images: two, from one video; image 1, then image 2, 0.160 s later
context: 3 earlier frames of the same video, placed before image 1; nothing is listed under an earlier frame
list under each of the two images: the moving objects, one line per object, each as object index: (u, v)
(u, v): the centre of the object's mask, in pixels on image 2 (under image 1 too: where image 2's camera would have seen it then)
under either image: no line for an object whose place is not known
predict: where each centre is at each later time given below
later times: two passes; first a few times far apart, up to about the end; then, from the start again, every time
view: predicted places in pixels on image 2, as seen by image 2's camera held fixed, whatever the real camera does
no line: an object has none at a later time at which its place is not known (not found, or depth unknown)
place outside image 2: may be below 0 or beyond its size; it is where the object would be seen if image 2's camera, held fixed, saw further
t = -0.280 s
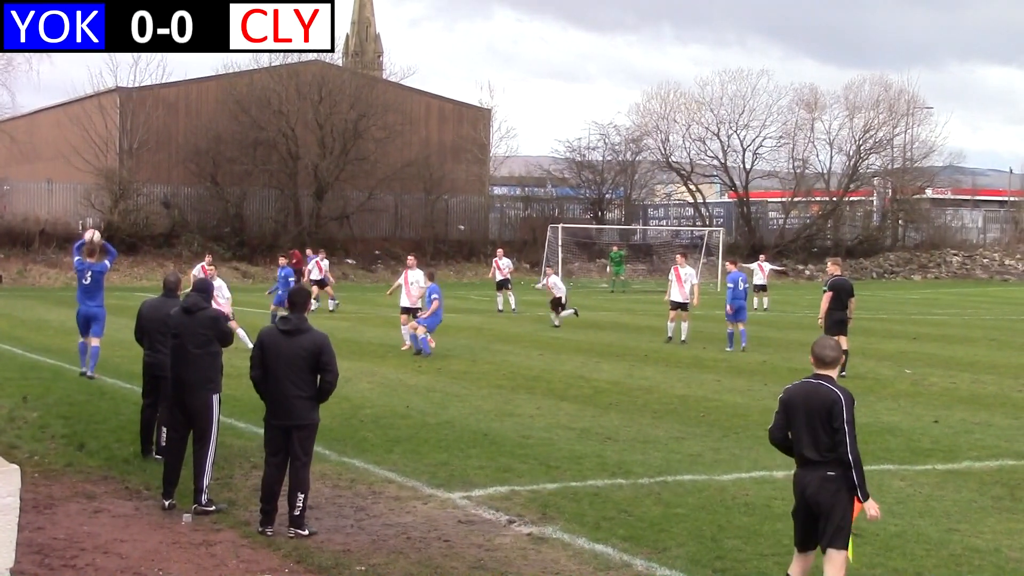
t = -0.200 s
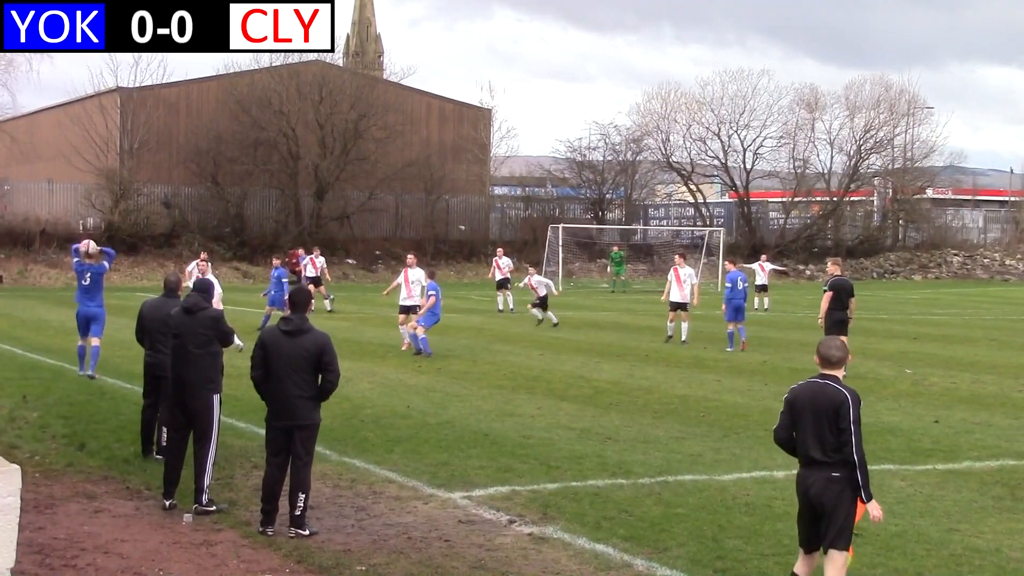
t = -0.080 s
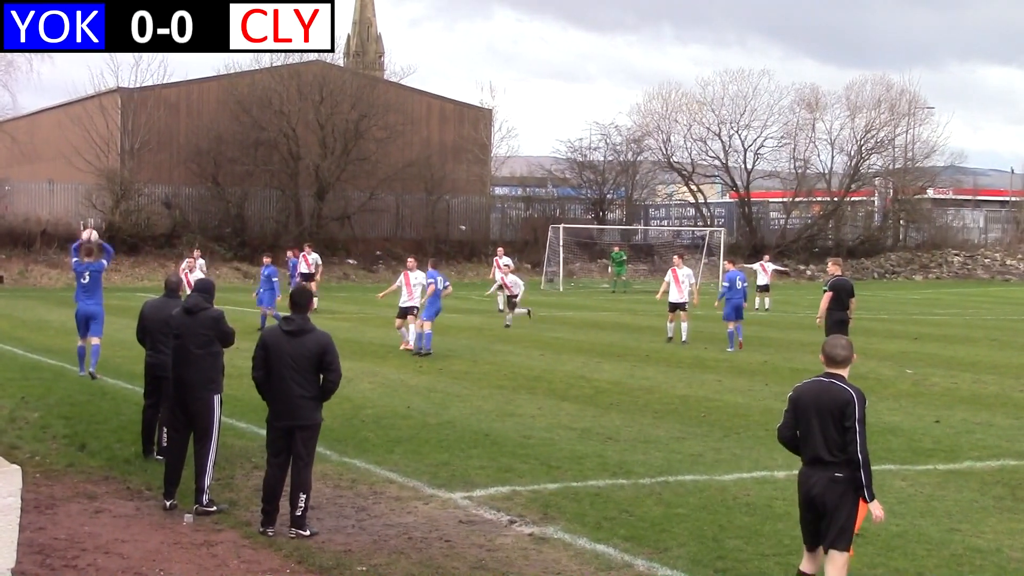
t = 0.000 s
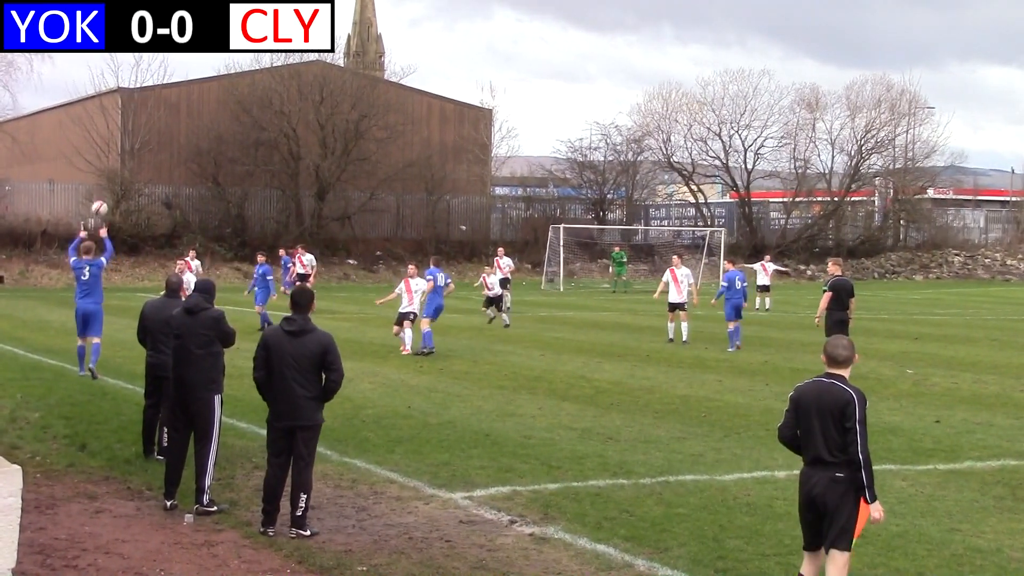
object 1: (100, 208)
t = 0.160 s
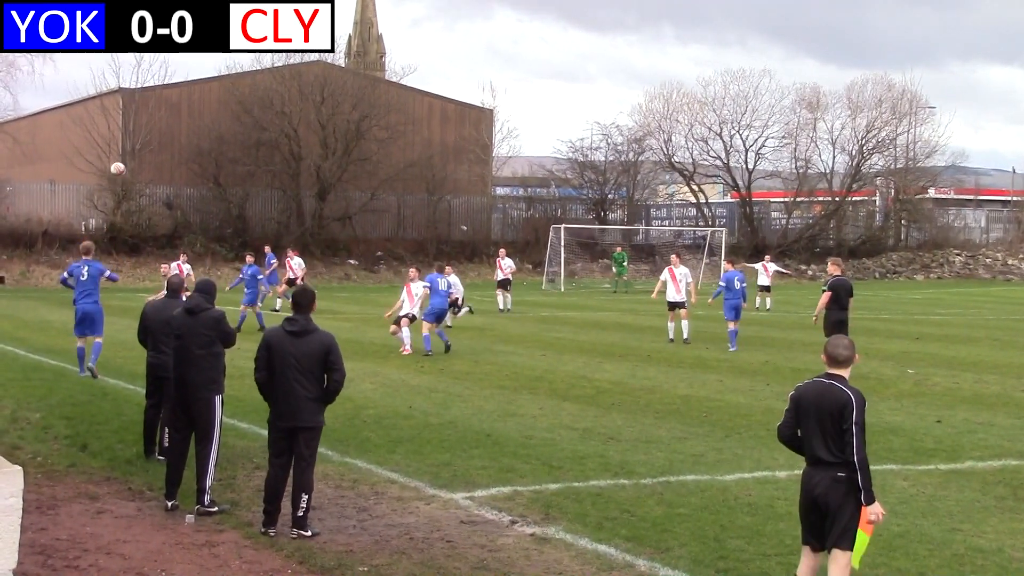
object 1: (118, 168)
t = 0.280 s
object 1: (128, 150)
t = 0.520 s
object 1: (139, 140)
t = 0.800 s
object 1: (144, 159)
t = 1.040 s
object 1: (143, 200)
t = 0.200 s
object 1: (121, 161)
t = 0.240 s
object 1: (125, 155)
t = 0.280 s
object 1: (128, 150)
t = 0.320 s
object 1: (130, 147)
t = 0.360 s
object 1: (132, 144)
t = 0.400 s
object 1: (135, 142)
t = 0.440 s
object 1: (137, 140)
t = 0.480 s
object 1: (138, 140)
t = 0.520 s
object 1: (139, 140)
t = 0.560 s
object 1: (141, 140)
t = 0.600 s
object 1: (142, 142)
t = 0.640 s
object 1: (143, 144)
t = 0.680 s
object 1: (143, 146)
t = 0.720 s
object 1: (144, 150)
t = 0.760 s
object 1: (144, 154)
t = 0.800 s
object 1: (144, 159)
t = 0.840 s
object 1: (144, 164)
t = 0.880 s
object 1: (145, 170)
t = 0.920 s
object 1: (144, 176)
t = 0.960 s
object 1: (144, 184)
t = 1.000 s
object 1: (143, 192)
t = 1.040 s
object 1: (143, 200)
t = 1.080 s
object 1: (142, 210)
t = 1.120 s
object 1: (140, 219)
